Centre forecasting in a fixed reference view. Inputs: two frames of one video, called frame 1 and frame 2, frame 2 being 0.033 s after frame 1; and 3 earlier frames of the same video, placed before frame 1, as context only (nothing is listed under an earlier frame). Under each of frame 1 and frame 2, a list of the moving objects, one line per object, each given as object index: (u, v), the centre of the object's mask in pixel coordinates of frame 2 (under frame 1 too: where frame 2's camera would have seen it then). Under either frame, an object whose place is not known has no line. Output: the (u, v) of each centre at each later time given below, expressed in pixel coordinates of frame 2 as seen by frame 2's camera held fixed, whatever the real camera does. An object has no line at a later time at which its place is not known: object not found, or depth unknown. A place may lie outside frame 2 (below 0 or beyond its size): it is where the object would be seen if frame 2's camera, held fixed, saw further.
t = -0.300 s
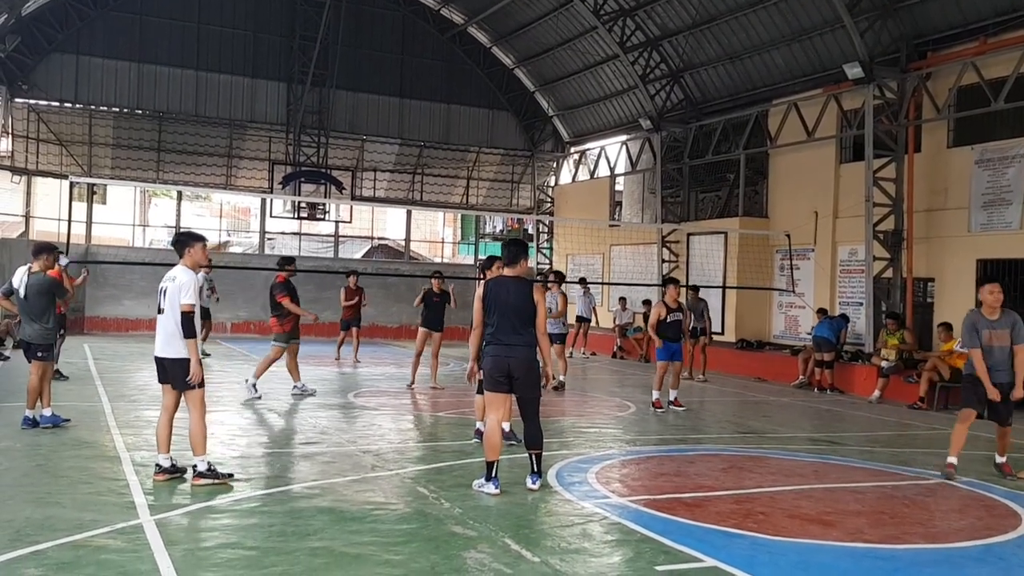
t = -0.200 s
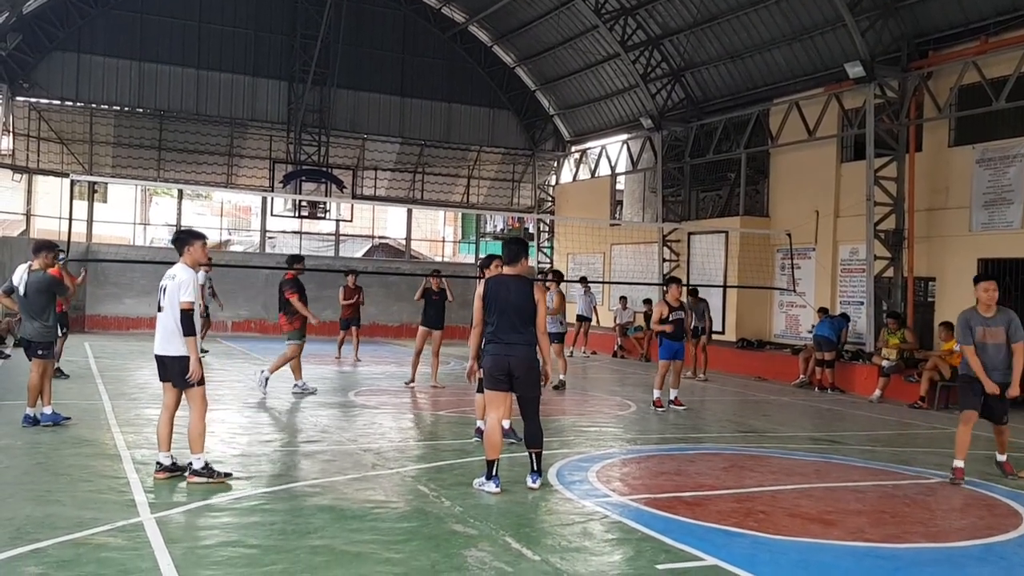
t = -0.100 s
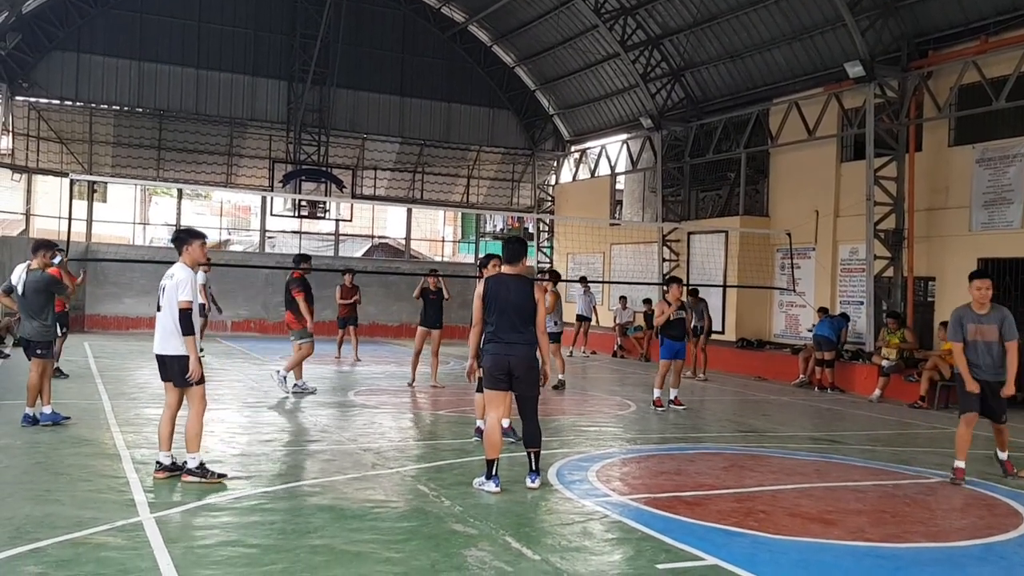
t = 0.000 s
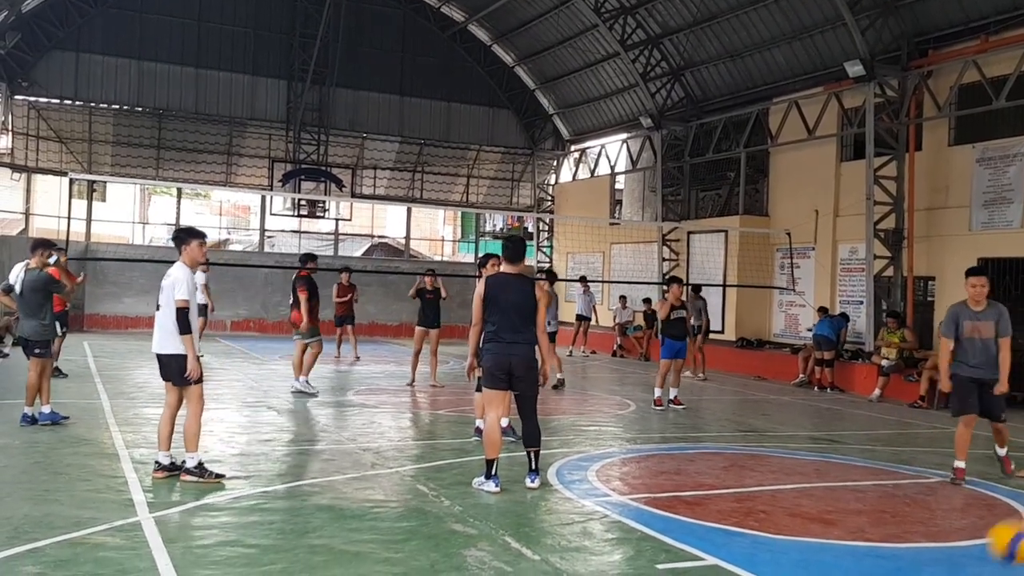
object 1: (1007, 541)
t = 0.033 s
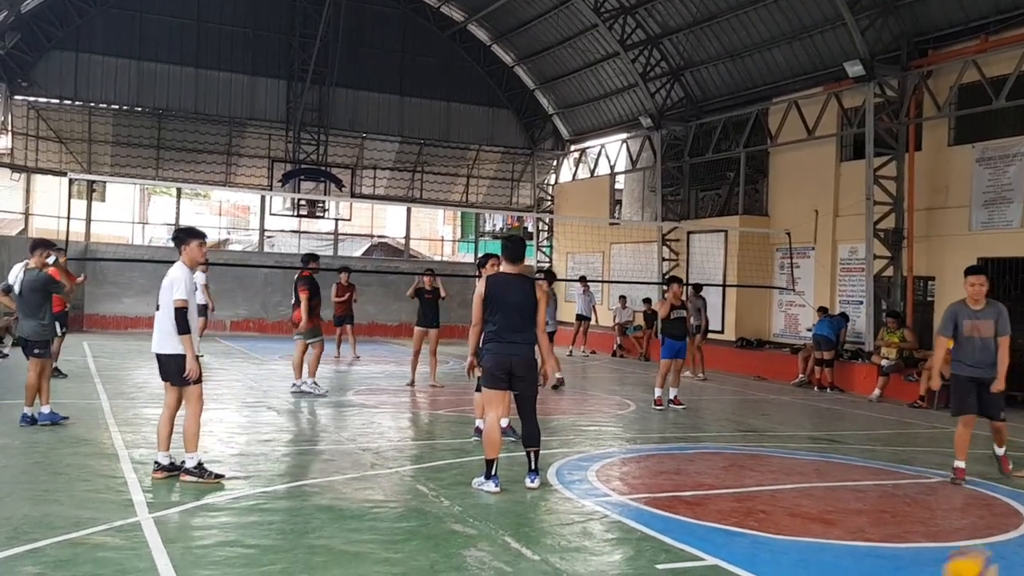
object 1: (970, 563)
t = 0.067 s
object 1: (940, 560)
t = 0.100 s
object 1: (917, 527)
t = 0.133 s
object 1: (897, 499)
